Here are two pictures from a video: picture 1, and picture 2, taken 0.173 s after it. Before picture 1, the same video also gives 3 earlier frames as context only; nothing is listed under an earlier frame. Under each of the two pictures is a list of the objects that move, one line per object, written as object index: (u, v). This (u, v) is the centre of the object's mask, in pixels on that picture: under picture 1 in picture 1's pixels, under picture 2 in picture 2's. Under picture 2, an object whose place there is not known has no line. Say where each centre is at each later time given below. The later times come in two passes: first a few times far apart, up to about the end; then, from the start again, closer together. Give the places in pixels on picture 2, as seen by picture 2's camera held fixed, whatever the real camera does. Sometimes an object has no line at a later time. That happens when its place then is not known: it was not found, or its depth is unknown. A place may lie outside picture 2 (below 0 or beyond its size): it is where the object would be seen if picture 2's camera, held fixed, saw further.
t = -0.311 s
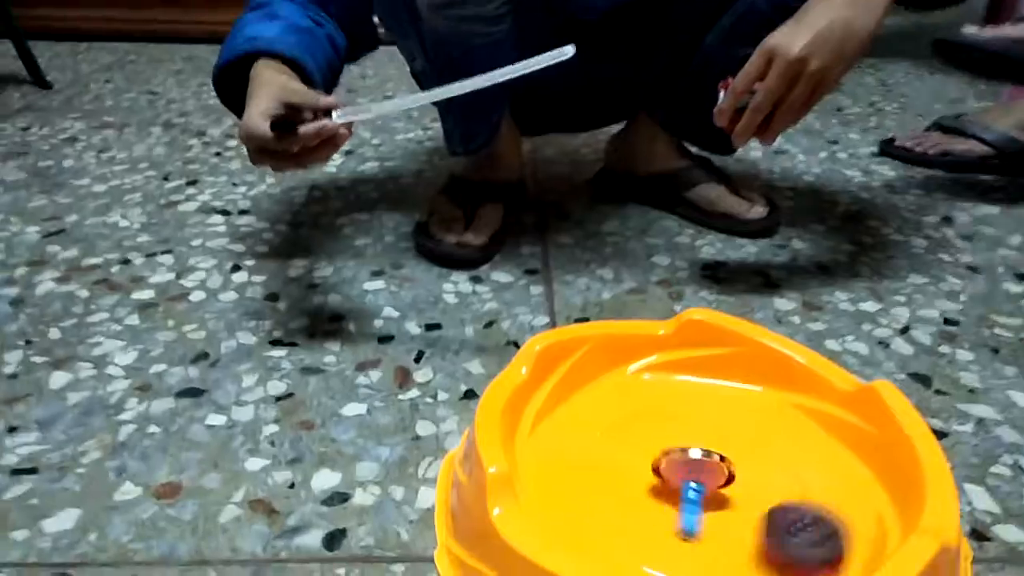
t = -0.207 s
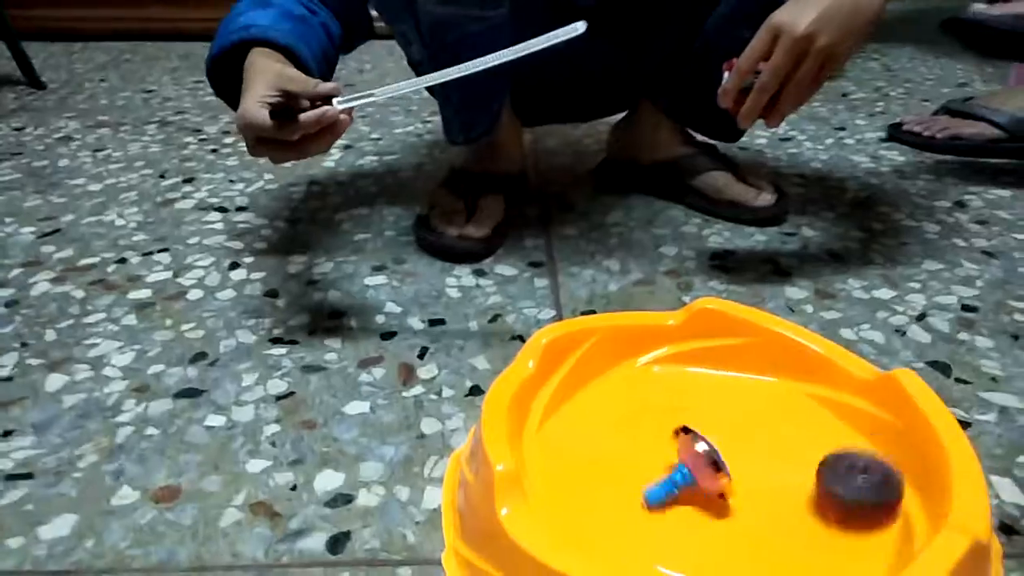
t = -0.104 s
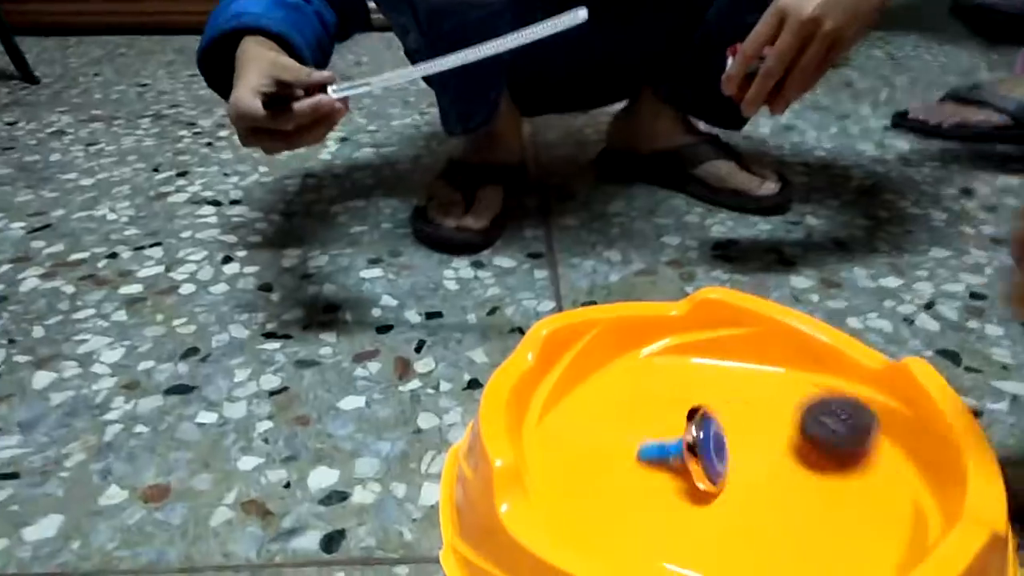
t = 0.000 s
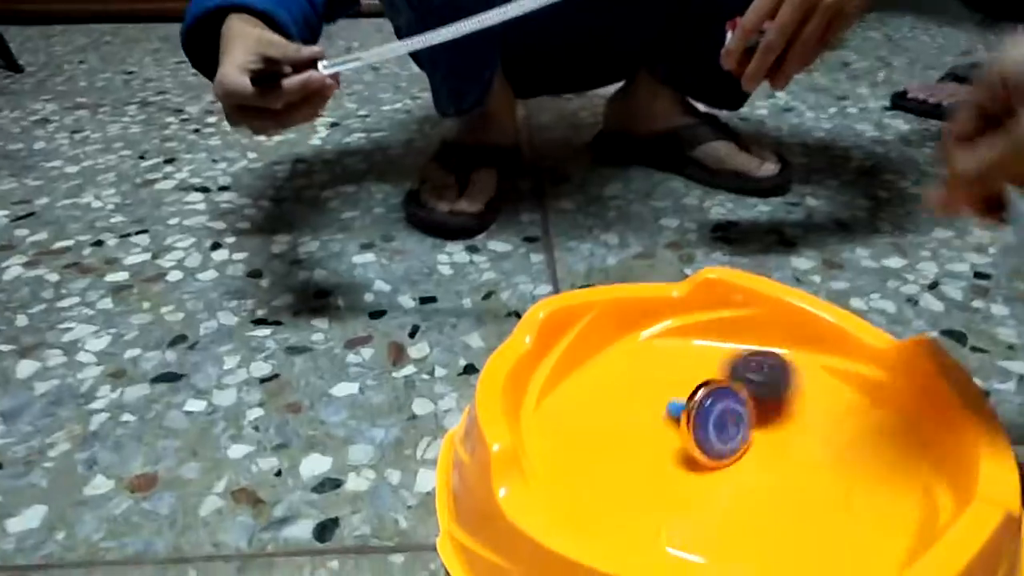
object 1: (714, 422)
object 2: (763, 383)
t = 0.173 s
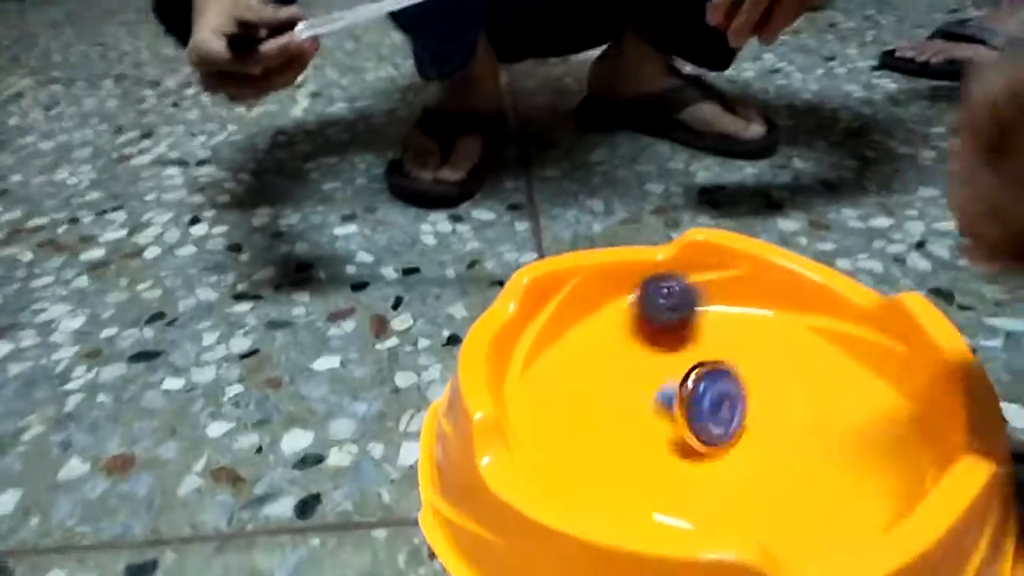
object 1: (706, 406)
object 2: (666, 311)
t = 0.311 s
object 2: (612, 333)
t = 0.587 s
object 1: (688, 372)
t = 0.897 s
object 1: (731, 424)
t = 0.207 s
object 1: (705, 410)
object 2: (646, 312)
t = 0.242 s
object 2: (631, 316)
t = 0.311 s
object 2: (612, 333)
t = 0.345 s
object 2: (607, 345)
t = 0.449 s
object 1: (701, 372)
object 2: (612, 382)
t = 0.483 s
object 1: (699, 367)
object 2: (615, 398)
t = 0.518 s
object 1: (694, 366)
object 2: (627, 416)
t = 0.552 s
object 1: (692, 366)
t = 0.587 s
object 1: (688, 372)
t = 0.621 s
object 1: (687, 378)
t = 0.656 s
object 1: (686, 383)
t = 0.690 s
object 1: (683, 387)
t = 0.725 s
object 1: (685, 392)
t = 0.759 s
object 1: (694, 399)
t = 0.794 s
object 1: (706, 402)
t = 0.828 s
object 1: (717, 403)
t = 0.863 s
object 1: (724, 408)
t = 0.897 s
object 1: (731, 424)
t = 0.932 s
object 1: (742, 432)
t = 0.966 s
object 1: (745, 433)
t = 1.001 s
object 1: (754, 427)
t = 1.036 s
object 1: (756, 407)
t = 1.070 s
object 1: (745, 411)
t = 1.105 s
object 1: (751, 423)
